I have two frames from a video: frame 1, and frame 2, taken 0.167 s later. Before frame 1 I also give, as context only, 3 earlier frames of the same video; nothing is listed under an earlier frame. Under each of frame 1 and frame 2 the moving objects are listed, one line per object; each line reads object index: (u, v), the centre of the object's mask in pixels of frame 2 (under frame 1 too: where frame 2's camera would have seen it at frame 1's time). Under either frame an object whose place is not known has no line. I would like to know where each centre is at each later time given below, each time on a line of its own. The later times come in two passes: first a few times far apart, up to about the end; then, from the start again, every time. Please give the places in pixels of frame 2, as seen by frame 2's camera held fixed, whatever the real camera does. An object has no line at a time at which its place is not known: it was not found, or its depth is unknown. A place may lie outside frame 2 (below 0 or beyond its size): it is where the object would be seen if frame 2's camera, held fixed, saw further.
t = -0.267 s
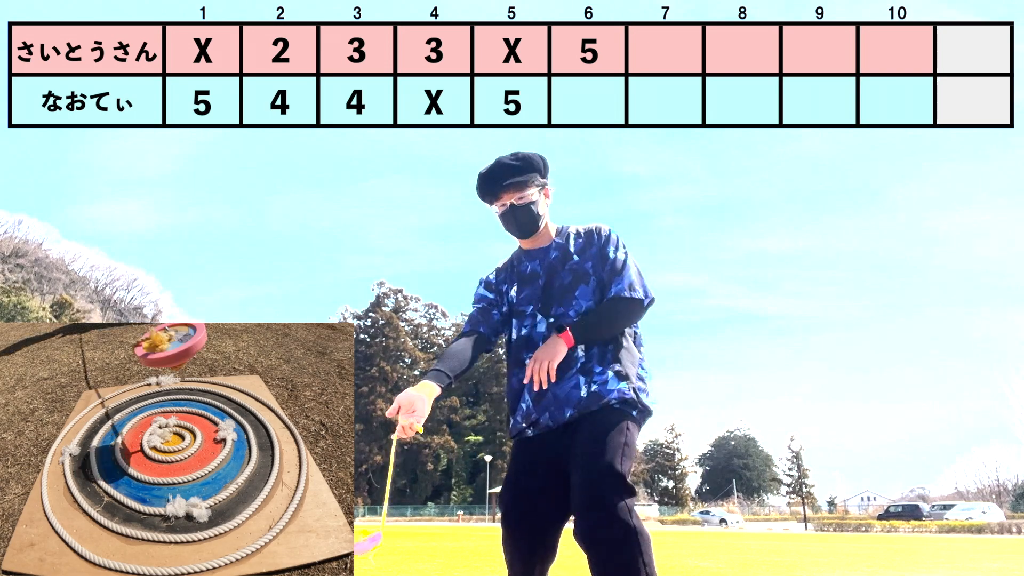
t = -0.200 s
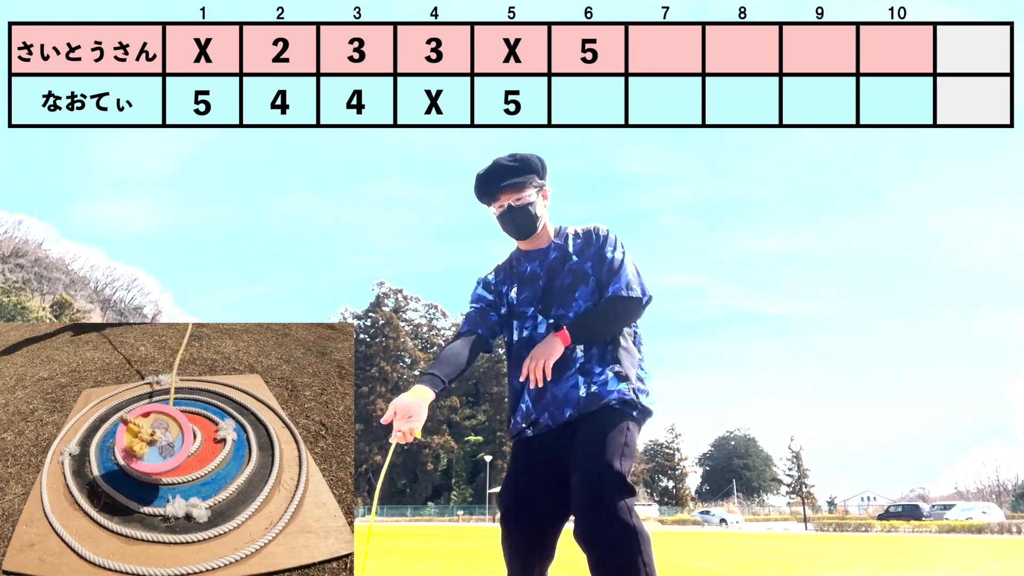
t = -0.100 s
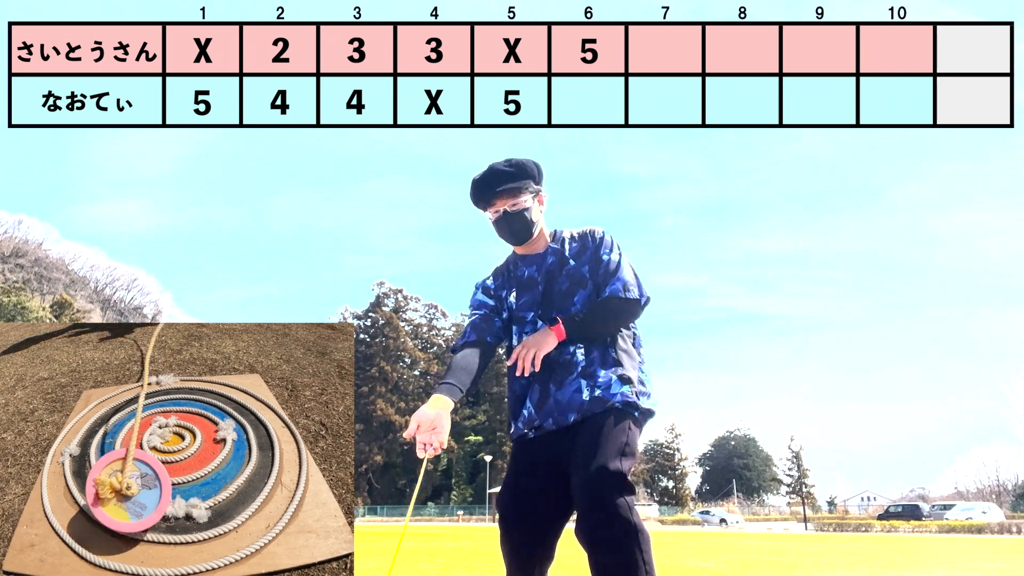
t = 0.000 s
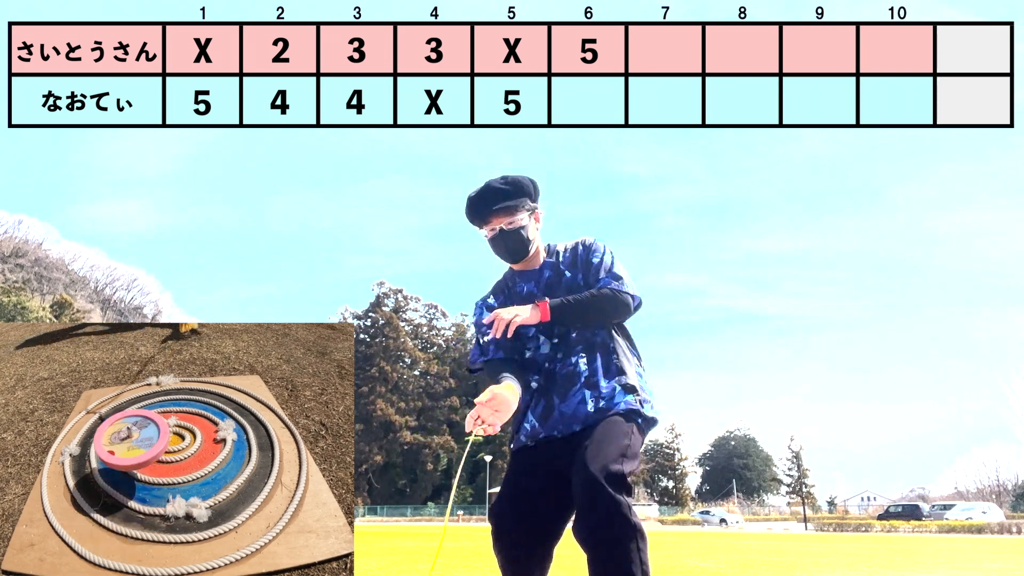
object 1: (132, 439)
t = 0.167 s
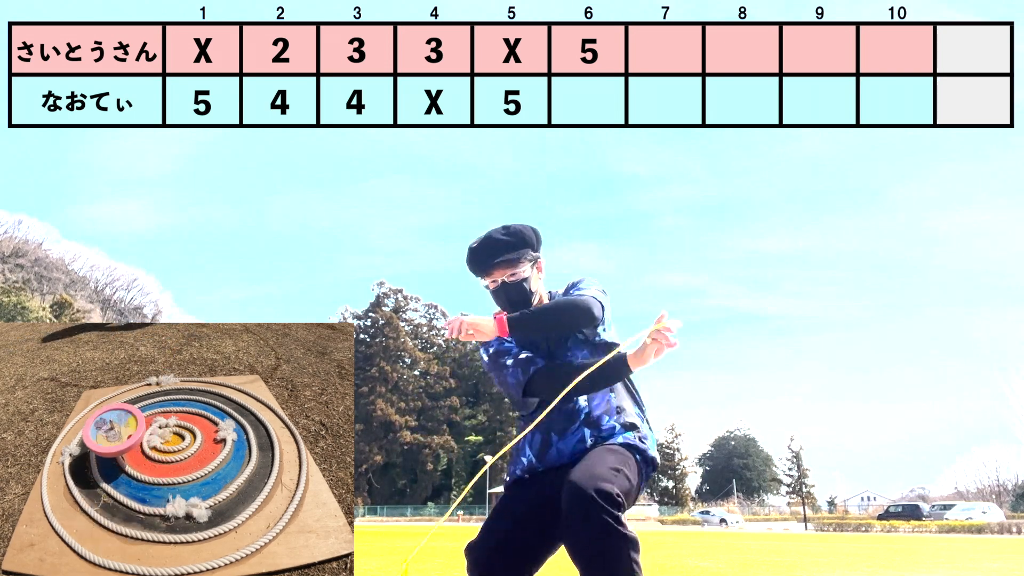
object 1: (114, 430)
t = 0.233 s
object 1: (116, 429)
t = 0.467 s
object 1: (121, 425)
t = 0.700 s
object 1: (120, 421)
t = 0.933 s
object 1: (115, 421)
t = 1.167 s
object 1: (113, 423)
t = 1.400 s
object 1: (113, 425)
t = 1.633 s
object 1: (116, 427)
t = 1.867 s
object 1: (121, 425)
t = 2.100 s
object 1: (122, 421)
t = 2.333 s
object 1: (117, 419)
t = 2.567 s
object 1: (112, 421)
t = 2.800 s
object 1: (111, 422)
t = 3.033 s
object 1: (114, 423)
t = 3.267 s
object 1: (118, 422)
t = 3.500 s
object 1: (121, 418)
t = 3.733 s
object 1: (119, 415)
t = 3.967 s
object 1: (115, 416)
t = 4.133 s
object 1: (113, 417)
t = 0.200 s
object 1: (115, 430)
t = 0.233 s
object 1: (116, 429)
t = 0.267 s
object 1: (116, 429)
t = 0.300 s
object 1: (117, 428)
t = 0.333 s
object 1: (118, 428)
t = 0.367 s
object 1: (119, 427)
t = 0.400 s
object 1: (120, 427)
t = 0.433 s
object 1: (120, 426)
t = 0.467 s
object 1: (121, 425)
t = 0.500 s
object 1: (121, 424)
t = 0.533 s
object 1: (121, 424)
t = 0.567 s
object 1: (121, 423)
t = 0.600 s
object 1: (121, 423)
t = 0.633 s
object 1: (121, 422)
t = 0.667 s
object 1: (121, 422)
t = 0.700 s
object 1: (120, 421)
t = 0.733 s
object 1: (120, 421)
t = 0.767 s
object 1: (119, 421)
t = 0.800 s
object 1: (118, 421)
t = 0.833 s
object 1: (117, 421)
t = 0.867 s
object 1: (117, 421)
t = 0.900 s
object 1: (116, 421)
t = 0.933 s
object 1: (115, 421)
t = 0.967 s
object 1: (115, 422)
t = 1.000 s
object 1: (115, 422)
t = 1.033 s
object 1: (114, 422)
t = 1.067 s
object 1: (114, 422)
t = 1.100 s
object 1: (114, 423)
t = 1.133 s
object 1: (113, 423)
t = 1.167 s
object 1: (113, 423)
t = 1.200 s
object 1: (113, 424)
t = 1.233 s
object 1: (112, 424)
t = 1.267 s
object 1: (112, 424)
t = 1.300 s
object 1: (112, 425)
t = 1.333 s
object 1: (113, 425)
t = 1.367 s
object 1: (113, 425)
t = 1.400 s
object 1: (113, 425)
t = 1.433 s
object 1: (113, 425)
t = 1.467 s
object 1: (114, 426)
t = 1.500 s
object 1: (114, 426)
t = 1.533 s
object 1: (114, 426)
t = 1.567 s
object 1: (114, 426)
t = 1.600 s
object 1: (115, 427)
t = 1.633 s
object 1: (116, 427)
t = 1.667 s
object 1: (117, 426)
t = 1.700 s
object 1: (118, 426)
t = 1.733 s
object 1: (119, 426)
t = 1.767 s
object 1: (120, 426)
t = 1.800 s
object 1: (121, 425)
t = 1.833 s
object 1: (121, 425)
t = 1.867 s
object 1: (121, 425)
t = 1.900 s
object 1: (121, 424)
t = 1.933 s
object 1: (121, 424)
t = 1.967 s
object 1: (121, 424)
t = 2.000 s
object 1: (122, 423)
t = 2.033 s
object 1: (122, 422)
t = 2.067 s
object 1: (122, 422)
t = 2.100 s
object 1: (122, 421)
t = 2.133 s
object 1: (122, 421)
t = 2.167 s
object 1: (122, 420)
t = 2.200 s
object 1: (121, 420)
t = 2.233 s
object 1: (120, 419)
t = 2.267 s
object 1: (120, 419)
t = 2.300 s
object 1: (119, 419)
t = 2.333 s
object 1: (117, 419)
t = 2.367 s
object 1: (116, 419)
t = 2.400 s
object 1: (116, 419)
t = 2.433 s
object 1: (114, 419)
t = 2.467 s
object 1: (113, 420)
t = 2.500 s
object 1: (112, 420)
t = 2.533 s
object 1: (112, 420)
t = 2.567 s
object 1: (112, 421)
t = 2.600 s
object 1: (111, 421)
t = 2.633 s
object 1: (111, 421)
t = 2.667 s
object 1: (111, 421)
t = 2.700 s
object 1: (111, 422)
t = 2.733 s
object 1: (111, 422)
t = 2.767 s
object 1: (111, 422)
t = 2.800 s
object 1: (111, 422)
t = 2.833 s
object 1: (112, 422)
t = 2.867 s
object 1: (112, 423)
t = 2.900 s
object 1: (112, 423)
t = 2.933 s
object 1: (113, 423)
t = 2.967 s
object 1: (113, 423)
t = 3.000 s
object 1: (113, 423)
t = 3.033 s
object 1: (114, 423)
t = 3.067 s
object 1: (114, 423)
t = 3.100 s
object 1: (115, 423)
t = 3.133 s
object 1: (115, 423)
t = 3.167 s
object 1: (116, 423)
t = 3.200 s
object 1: (116, 423)
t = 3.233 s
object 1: (117, 422)
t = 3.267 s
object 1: (118, 422)
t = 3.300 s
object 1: (118, 421)
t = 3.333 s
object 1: (119, 421)
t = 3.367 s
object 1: (120, 420)
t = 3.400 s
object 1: (121, 420)
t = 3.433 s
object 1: (121, 419)
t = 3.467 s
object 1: (121, 418)
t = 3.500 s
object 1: (121, 418)
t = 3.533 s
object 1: (121, 417)
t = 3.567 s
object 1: (121, 417)
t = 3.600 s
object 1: (121, 416)
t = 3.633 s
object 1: (120, 416)
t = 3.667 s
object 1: (120, 416)
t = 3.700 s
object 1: (119, 415)
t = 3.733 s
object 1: (119, 415)
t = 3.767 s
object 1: (118, 415)
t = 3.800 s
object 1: (118, 415)
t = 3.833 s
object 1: (117, 415)
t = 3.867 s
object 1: (116, 415)
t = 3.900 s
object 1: (116, 416)
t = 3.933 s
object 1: (115, 416)
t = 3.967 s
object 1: (115, 416)
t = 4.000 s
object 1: (114, 416)
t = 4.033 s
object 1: (114, 417)
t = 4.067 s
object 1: (114, 417)
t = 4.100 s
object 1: (114, 417)
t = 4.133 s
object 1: (113, 417)
